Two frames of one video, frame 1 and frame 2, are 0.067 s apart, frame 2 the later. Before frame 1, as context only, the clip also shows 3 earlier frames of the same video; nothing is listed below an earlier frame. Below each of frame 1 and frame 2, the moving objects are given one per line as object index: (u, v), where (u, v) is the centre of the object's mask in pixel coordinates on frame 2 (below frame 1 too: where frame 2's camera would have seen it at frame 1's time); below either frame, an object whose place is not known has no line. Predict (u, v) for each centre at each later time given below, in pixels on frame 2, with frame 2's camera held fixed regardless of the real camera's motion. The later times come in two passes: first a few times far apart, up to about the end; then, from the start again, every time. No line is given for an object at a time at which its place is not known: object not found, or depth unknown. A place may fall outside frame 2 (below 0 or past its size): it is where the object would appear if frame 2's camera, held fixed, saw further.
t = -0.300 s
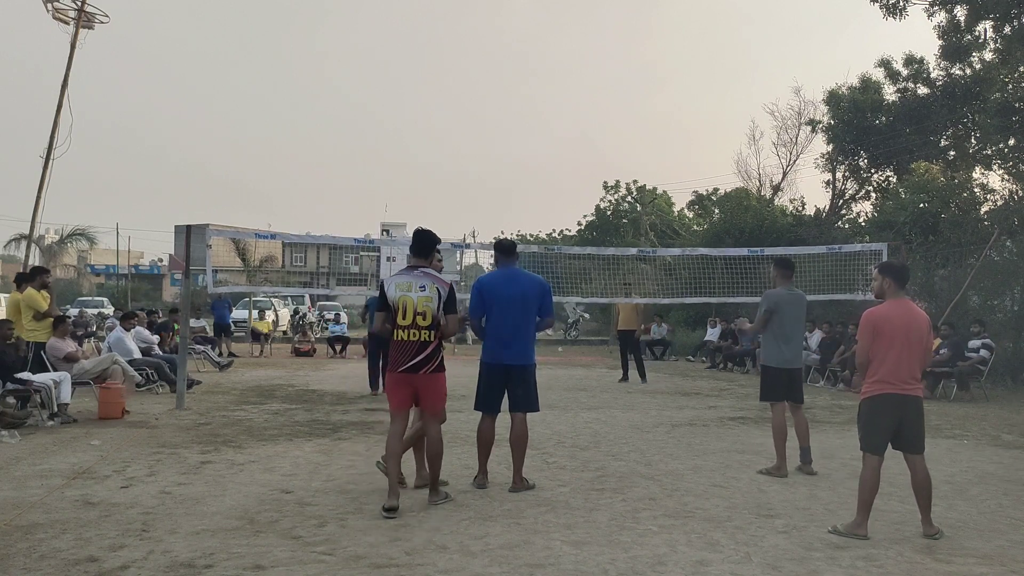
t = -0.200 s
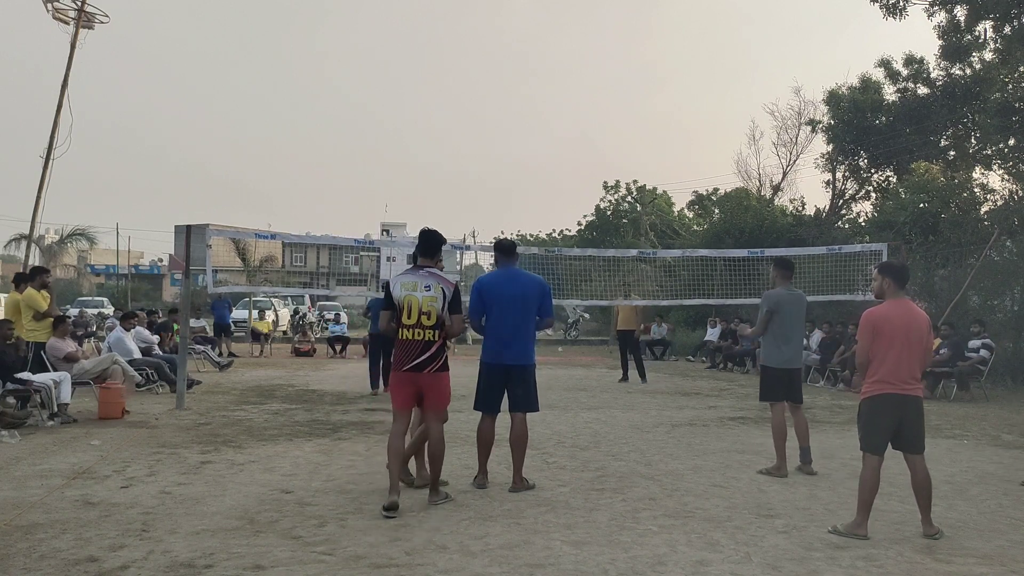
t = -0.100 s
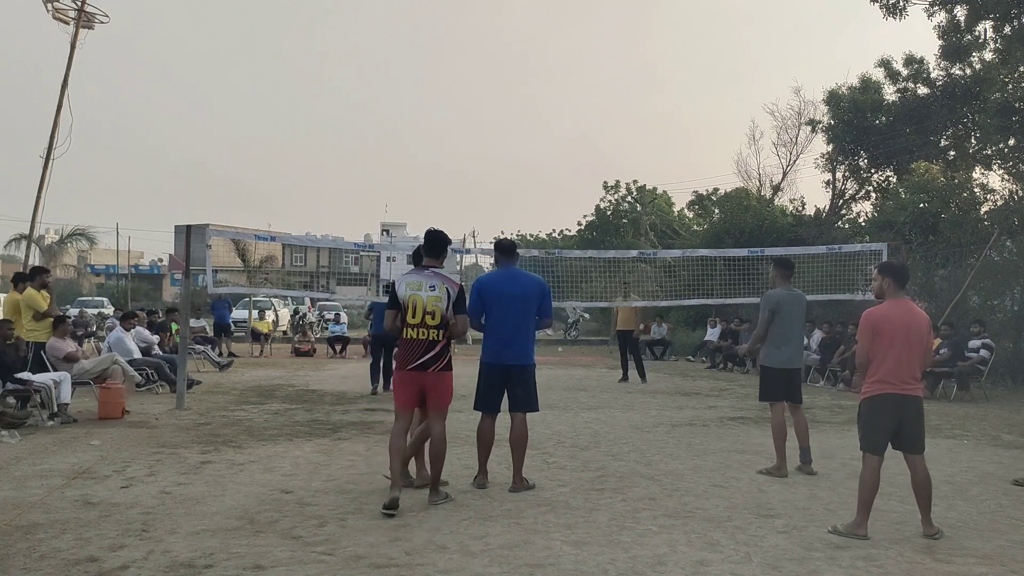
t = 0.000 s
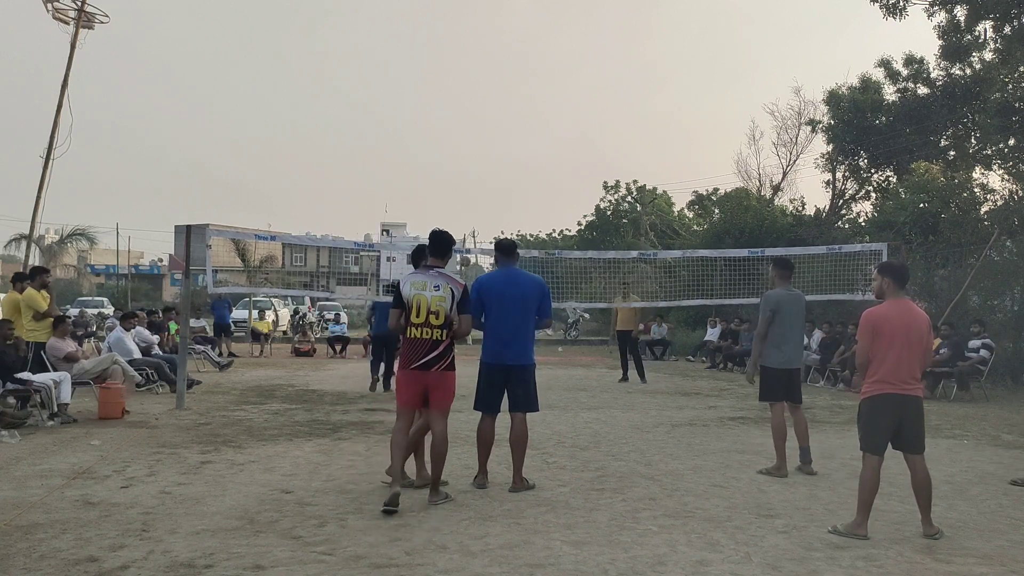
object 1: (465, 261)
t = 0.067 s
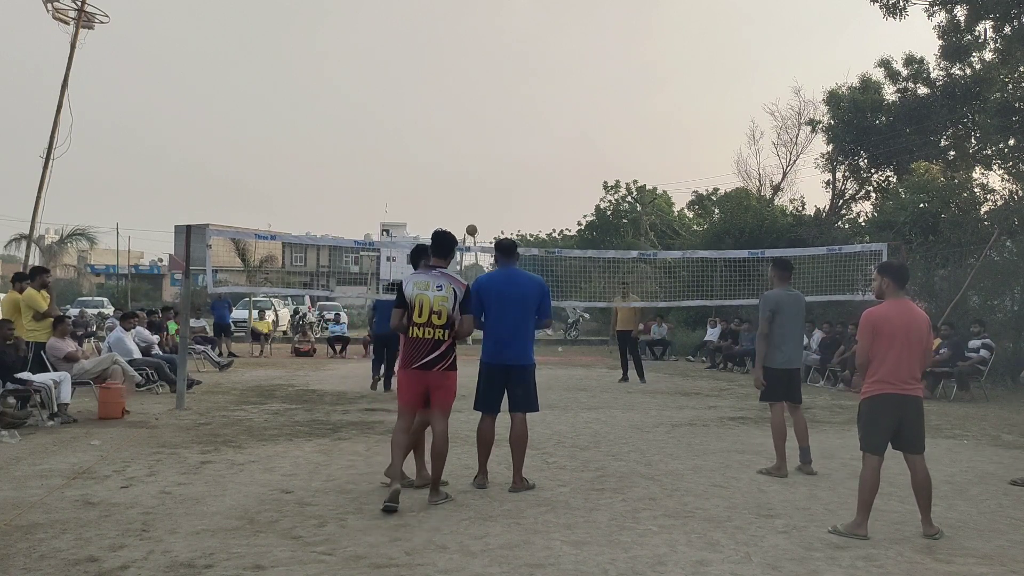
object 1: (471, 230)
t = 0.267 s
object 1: (492, 148)
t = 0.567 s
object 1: (529, 66)
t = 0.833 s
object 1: (567, 47)
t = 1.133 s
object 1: (619, 107)
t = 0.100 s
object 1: (475, 215)
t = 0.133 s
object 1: (478, 200)
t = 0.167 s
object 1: (481, 186)
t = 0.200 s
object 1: (485, 173)
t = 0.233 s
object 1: (488, 160)
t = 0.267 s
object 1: (492, 148)
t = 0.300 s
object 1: (496, 136)
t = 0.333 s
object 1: (500, 125)
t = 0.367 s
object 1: (504, 114)
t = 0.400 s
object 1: (508, 105)
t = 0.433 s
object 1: (512, 96)
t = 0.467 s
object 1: (516, 87)
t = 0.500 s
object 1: (520, 79)
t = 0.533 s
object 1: (524, 72)
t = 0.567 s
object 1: (529, 66)
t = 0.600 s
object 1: (533, 60)
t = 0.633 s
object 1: (538, 56)
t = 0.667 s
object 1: (543, 52)
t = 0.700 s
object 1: (547, 49)
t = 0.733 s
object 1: (552, 47)
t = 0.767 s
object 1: (557, 46)
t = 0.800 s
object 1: (562, 46)
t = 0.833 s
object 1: (567, 47)
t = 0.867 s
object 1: (573, 49)
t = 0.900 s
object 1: (578, 52)
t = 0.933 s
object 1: (584, 56)
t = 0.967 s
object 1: (589, 61)
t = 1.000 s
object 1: (595, 68)
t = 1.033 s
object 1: (601, 76)
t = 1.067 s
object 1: (607, 85)
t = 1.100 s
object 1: (613, 95)
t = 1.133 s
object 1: (619, 107)
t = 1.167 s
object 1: (625, 120)
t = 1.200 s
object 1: (632, 135)
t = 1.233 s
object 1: (639, 151)
